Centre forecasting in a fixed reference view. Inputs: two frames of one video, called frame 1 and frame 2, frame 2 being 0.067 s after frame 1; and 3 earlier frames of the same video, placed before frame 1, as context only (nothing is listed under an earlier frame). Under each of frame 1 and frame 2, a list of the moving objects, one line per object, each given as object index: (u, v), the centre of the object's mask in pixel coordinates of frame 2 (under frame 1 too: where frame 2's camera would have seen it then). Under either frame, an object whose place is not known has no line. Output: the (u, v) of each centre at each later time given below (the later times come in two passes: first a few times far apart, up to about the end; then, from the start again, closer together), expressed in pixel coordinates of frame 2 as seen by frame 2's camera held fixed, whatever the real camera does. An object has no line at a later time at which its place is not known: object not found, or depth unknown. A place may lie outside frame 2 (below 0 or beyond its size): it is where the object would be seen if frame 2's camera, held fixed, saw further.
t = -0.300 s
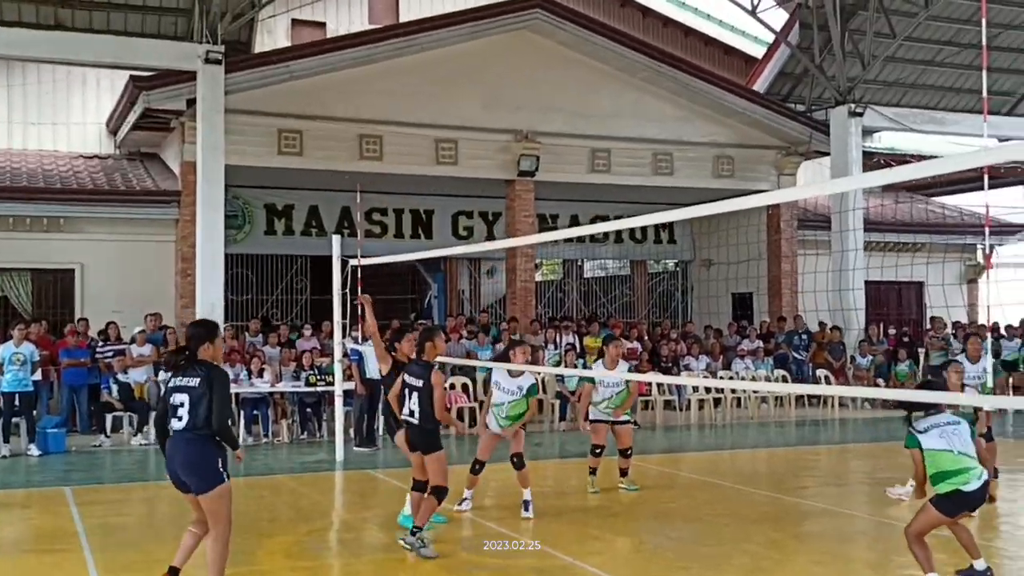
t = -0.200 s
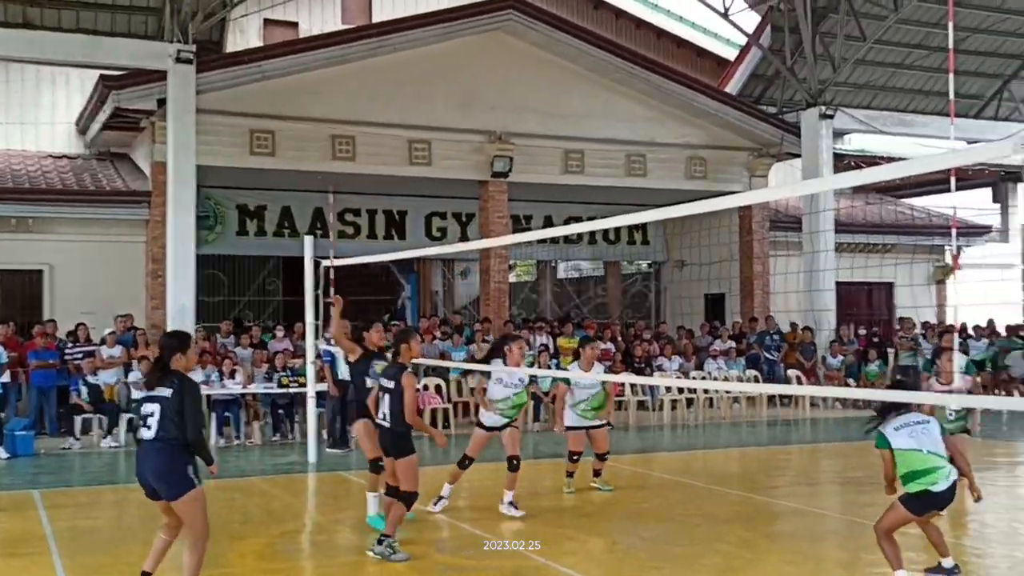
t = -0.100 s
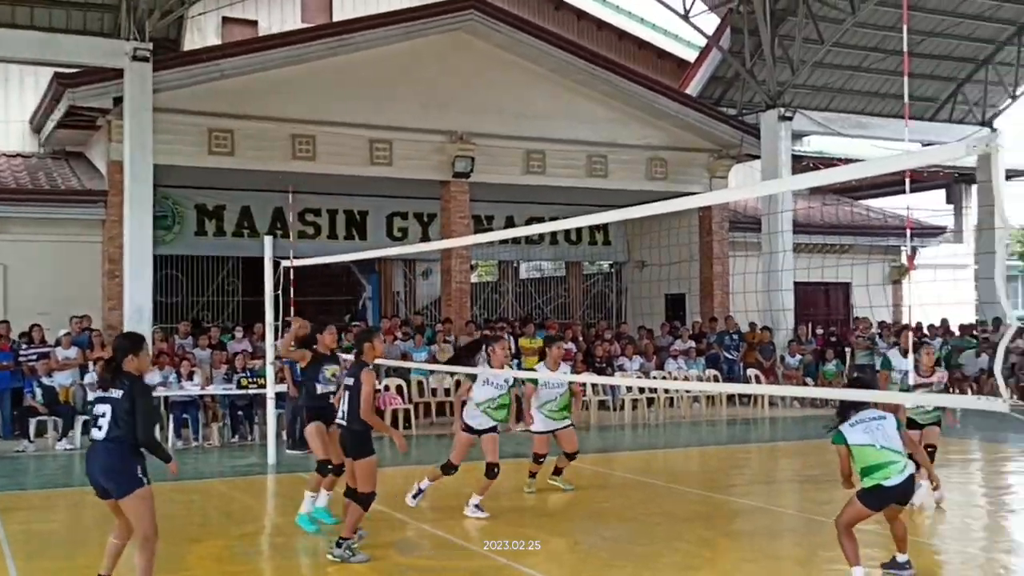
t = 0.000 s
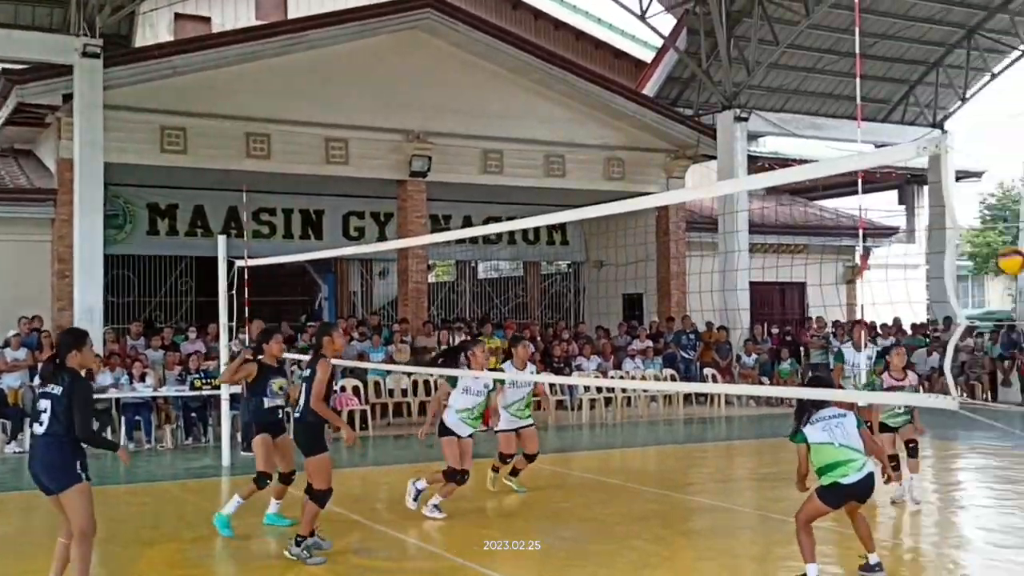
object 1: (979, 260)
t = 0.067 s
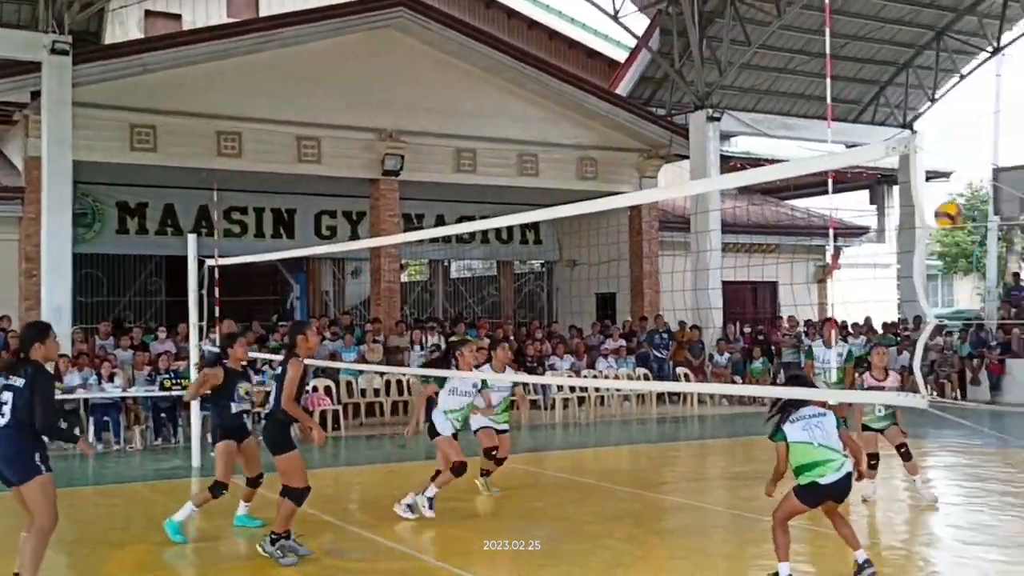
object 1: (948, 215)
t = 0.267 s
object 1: (860, 111)
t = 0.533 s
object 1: (748, 60)
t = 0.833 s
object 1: (631, 107)
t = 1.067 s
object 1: (544, 224)
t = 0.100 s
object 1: (932, 192)
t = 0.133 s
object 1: (921, 168)
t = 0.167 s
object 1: (905, 156)
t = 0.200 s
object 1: (894, 128)
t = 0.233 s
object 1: (881, 122)
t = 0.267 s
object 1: (860, 111)
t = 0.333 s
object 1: (830, 90)
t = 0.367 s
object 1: (815, 83)
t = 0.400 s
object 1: (803, 75)
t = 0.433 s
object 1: (790, 69)
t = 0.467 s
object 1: (774, 65)
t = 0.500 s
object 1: (761, 62)
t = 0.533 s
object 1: (748, 60)
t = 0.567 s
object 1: (735, 60)
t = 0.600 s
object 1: (722, 61)
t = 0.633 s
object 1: (708, 64)
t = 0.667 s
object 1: (695, 68)
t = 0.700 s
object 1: (682, 74)
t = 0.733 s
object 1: (668, 80)
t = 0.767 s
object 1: (656, 88)
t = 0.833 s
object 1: (631, 107)
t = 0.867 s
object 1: (618, 119)
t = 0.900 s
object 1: (605, 133)
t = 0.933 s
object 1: (593, 148)
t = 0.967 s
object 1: (581, 165)
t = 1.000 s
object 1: (570, 181)
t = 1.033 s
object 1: (556, 195)
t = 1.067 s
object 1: (544, 224)
